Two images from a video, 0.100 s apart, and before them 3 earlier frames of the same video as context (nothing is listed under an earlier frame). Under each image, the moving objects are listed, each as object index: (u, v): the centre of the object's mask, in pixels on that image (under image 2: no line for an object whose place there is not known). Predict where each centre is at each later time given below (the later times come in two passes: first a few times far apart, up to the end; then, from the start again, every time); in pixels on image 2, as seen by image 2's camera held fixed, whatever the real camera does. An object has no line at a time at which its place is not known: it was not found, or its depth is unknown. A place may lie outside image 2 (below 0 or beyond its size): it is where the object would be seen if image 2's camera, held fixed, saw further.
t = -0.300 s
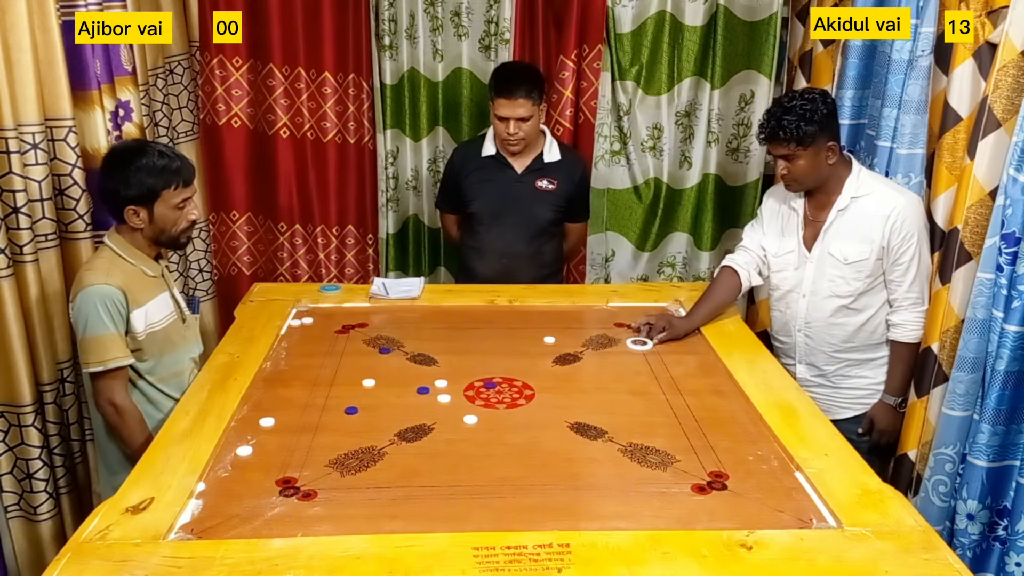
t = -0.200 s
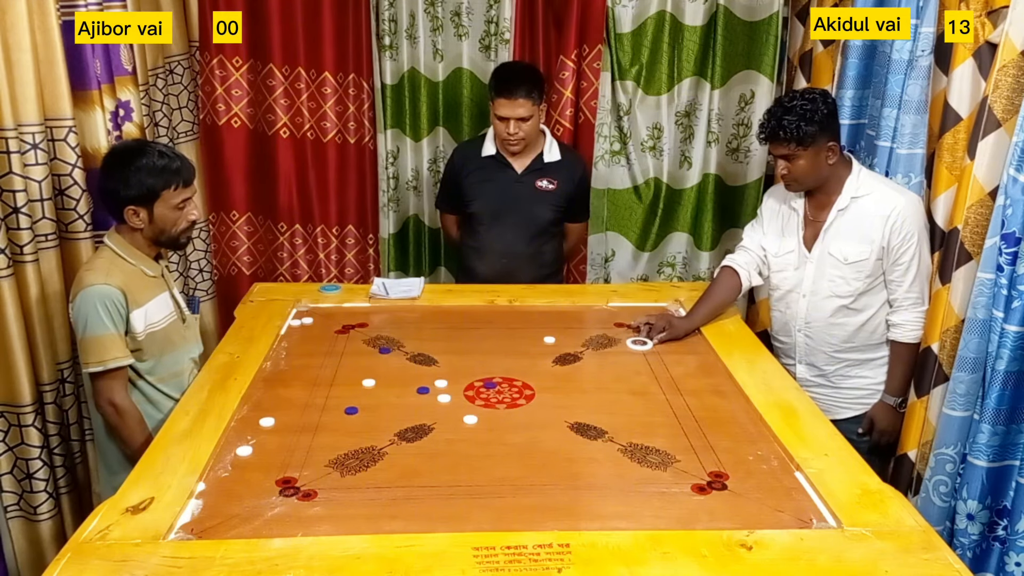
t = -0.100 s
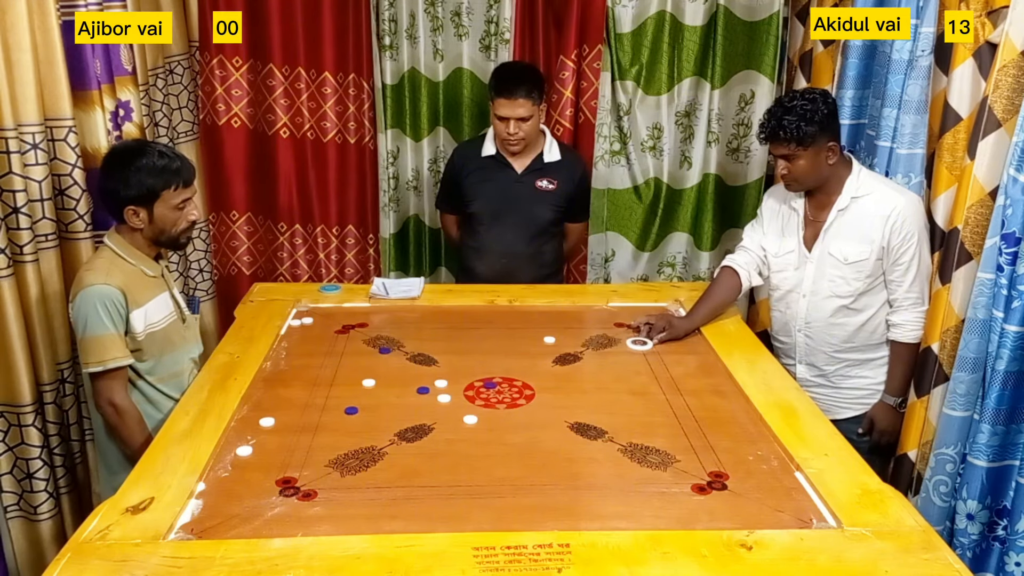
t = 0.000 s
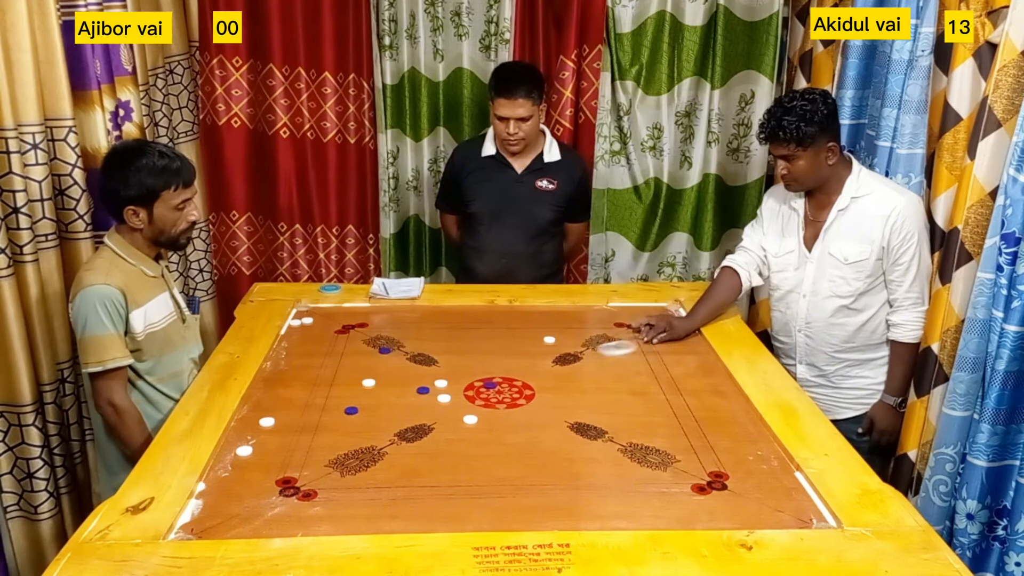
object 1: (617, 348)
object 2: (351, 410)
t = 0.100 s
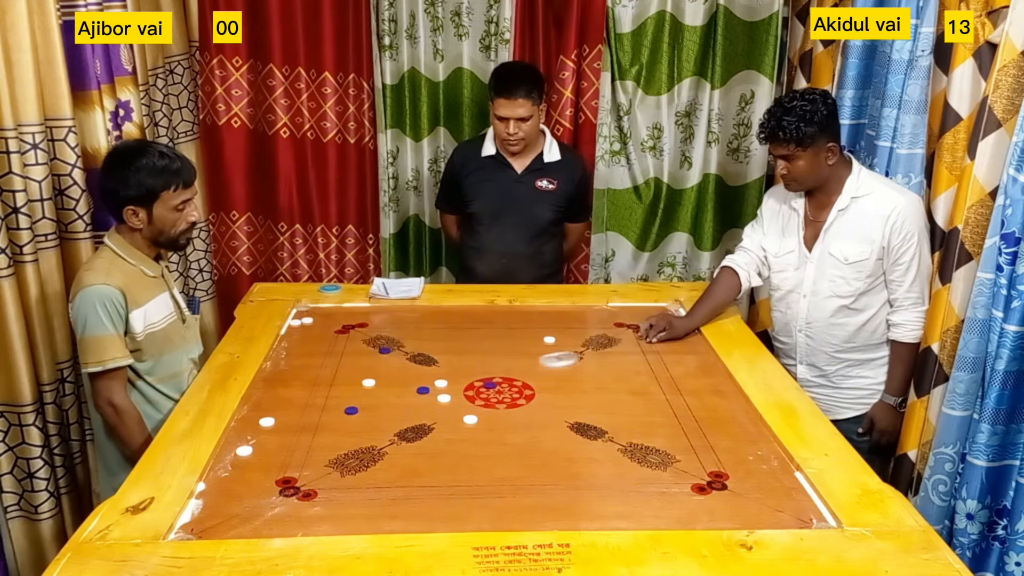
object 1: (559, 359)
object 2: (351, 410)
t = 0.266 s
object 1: (466, 378)
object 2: (351, 410)
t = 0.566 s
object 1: (350, 400)
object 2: (350, 413)
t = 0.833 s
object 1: (286, 410)
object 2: (341, 432)
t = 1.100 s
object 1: (267, 412)
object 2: (340, 433)
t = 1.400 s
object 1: (267, 413)
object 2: (340, 433)
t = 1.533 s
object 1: (267, 412)
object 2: (340, 433)
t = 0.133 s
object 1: (540, 363)
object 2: (351, 410)
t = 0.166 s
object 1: (522, 367)
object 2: (351, 410)
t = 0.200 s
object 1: (503, 371)
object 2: (351, 410)
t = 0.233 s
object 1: (484, 374)
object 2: (351, 410)
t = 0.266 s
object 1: (466, 378)
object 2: (351, 410)
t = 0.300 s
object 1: (450, 381)
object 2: (351, 410)
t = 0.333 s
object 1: (437, 384)
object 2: (351, 410)
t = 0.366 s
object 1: (423, 386)
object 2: (351, 410)
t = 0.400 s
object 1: (410, 389)
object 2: (351, 410)
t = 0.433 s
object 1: (397, 391)
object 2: (351, 410)
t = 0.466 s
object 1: (385, 394)
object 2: (351, 410)
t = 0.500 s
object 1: (373, 396)
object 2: (351, 410)
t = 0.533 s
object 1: (362, 398)
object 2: (351, 411)
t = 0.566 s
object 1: (350, 400)
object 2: (350, 413)
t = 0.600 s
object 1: (340, 402)
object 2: (349, 416)
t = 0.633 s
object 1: (331, 404)
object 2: (347, 419)
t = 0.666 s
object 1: (322, 405)
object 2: (345, 422)
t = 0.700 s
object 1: (313, 406)
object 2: (344, 425)
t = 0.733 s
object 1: (305, 407)
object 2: (343, 427)
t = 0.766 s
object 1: (298, 408)
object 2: (342, 429)
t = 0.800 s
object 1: (292, 409)
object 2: (341, 431)
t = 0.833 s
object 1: (286, 410)
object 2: (341, 432)
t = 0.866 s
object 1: (281, 411)
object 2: (340, 433)
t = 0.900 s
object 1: (277, 411)
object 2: (340, 433)
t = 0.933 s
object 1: (274, 412)
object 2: (340, 433)
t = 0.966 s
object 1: (271, 412)
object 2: (340, 433)
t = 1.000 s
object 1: (269, 412)
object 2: (340, 433)
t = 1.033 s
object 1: (267, 412)
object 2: (340, 433)
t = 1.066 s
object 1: (267, 412)
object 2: (340, 433)
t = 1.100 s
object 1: (267, 412)
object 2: (340, 433)
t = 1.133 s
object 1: (267, 412)
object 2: (340, 433)
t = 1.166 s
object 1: (267, 412)
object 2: (340, 433)
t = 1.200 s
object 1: (267, 412)
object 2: (340, 433)
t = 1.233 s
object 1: (267, 413)
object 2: (340, 433)
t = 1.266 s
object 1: (267, 413)
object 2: (340, 433)
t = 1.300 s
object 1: (267, 413)
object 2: (340, 433)
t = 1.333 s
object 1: (267, 412)
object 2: (340, 433)
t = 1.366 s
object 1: (267, 412)
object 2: (340, 433)
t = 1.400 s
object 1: (267, 413)
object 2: (340, 433)
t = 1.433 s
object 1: (267, 413)
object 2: (340, 433)
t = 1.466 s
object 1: (267, 413)
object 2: (340, 433)
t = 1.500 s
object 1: (267, 412)
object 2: (340, 433)
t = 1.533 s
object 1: (267, 412)
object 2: (340, 433)
